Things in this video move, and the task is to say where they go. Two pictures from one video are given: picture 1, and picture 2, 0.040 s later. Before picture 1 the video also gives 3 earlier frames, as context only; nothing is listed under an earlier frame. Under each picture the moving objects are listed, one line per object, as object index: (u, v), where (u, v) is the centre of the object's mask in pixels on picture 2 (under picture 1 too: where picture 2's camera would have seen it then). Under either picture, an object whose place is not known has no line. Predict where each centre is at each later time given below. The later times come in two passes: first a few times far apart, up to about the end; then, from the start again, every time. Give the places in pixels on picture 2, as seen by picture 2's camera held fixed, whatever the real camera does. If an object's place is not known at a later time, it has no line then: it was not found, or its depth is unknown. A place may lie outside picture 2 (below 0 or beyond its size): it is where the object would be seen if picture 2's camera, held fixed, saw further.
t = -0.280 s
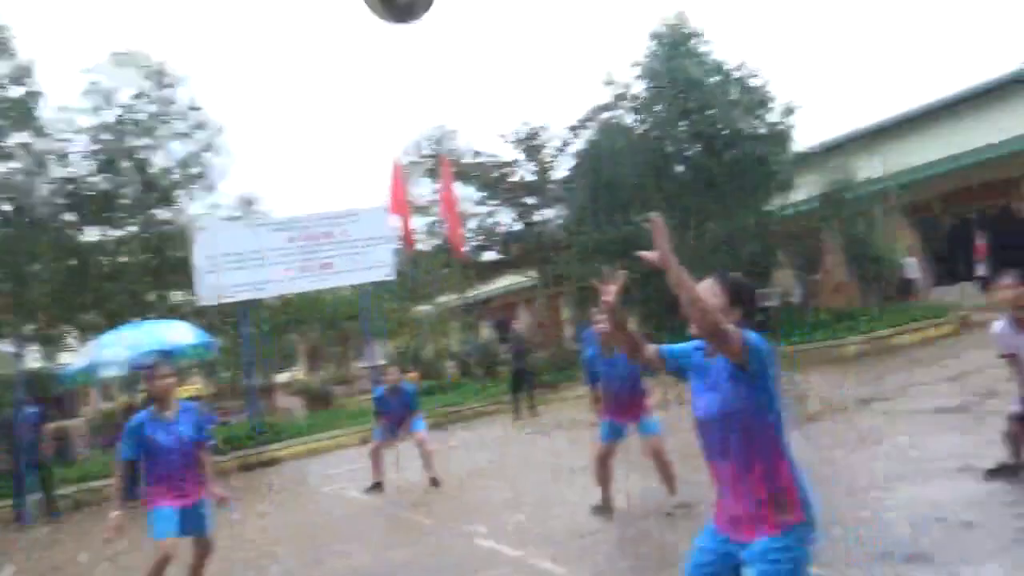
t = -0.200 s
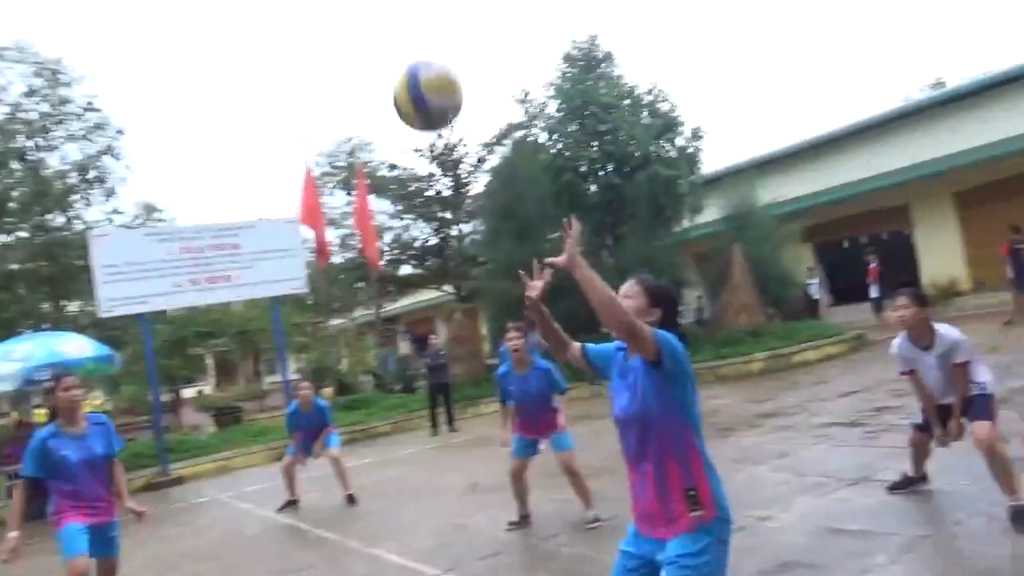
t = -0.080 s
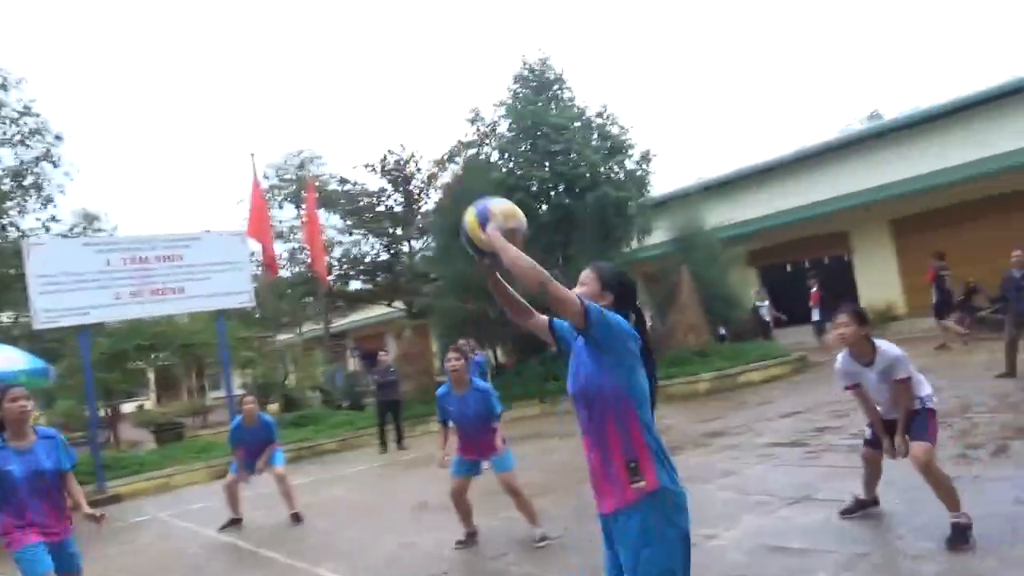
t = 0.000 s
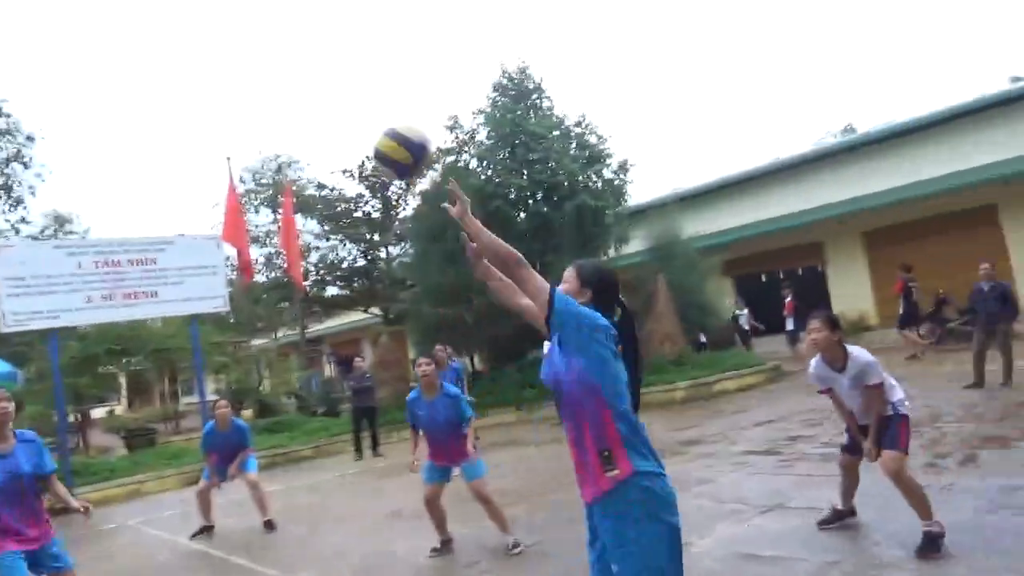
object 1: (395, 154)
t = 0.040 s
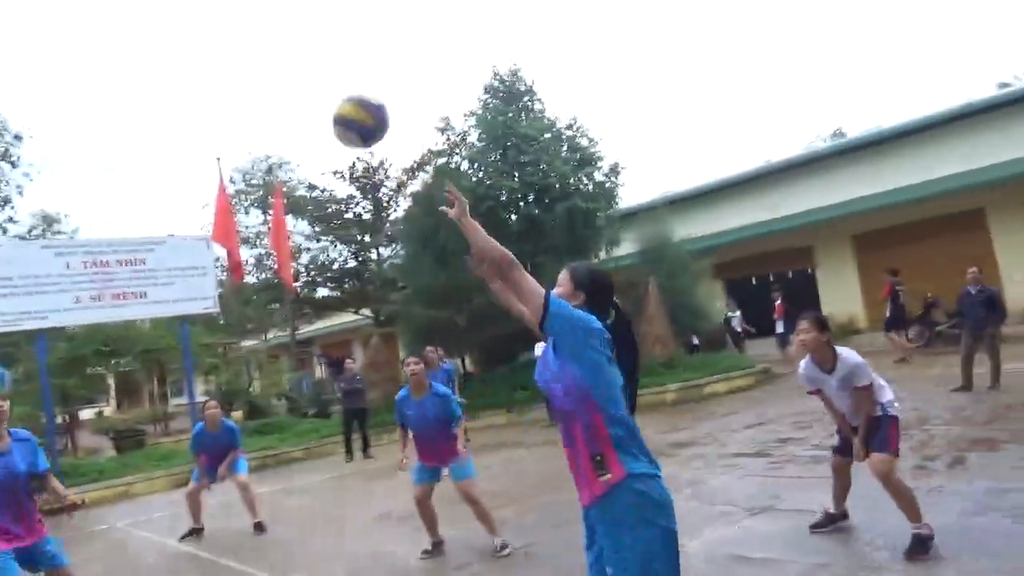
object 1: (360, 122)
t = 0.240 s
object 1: (226, 33)
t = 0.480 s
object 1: (120, 61)
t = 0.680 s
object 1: (63, 167)
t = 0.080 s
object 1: (329, 94)
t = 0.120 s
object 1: (301, 71)
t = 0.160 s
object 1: (274, 53)
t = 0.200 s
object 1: (249, 40)
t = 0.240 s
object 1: (226, 33)
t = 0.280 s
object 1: (206, 29)
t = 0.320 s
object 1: (187, 29)
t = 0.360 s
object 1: (168, 31)
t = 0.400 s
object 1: (151, 38)
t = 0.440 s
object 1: (134, 48)
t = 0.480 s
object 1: (120, 61)
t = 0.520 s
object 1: (107, 77)
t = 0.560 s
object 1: (95, 96)
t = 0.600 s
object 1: (84, 117)
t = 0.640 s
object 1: (73, 141)
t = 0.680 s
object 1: (63, 167)
